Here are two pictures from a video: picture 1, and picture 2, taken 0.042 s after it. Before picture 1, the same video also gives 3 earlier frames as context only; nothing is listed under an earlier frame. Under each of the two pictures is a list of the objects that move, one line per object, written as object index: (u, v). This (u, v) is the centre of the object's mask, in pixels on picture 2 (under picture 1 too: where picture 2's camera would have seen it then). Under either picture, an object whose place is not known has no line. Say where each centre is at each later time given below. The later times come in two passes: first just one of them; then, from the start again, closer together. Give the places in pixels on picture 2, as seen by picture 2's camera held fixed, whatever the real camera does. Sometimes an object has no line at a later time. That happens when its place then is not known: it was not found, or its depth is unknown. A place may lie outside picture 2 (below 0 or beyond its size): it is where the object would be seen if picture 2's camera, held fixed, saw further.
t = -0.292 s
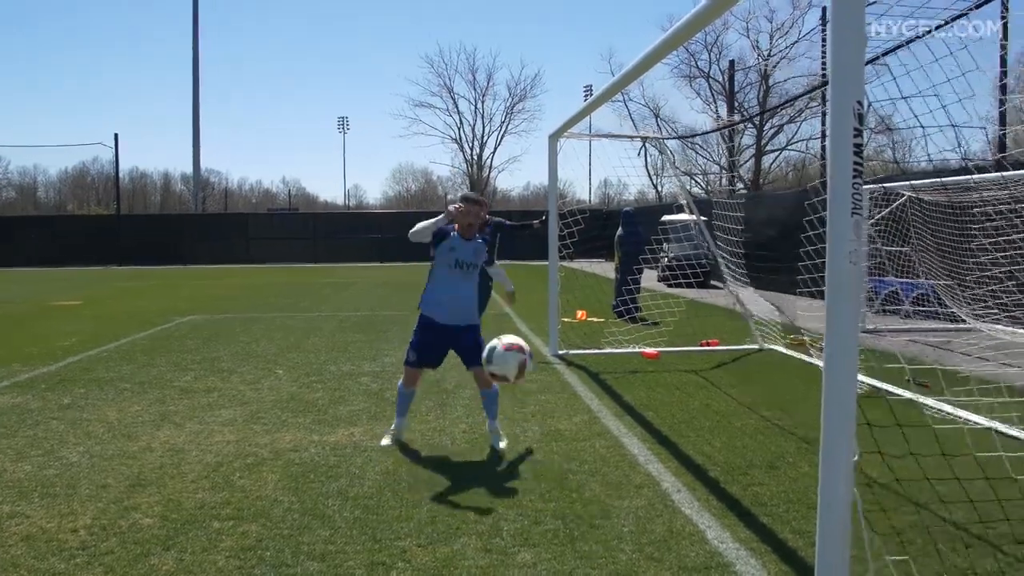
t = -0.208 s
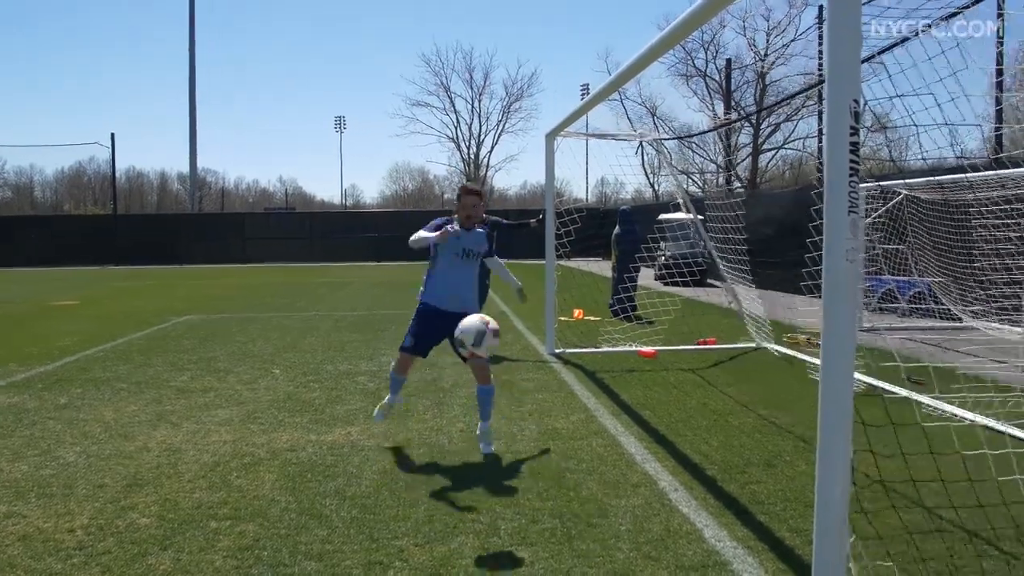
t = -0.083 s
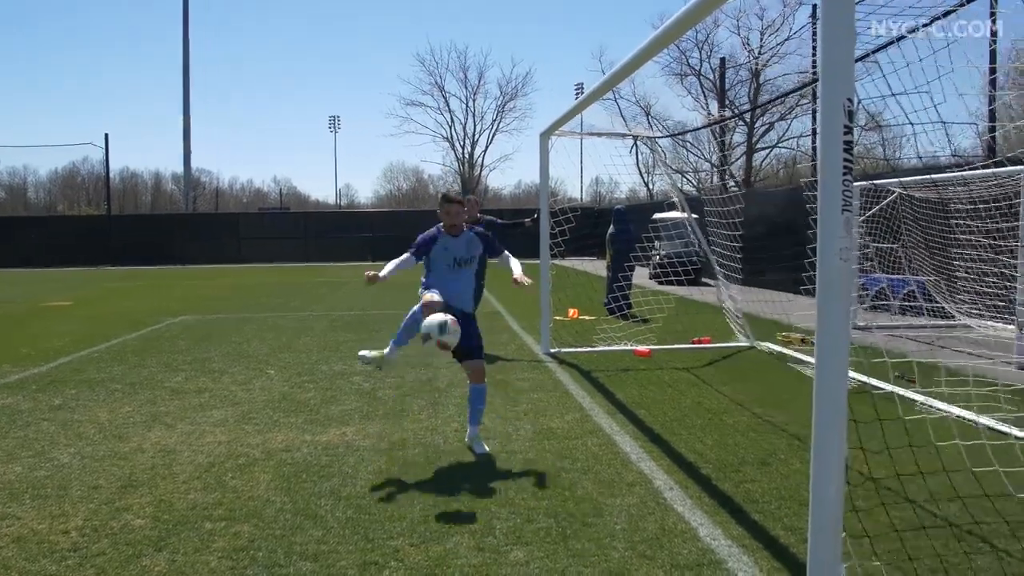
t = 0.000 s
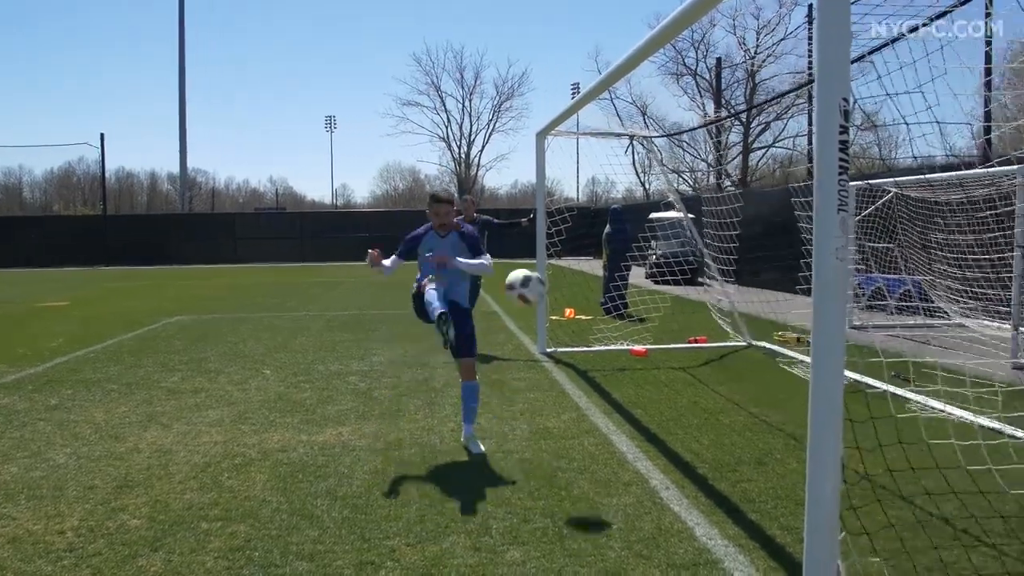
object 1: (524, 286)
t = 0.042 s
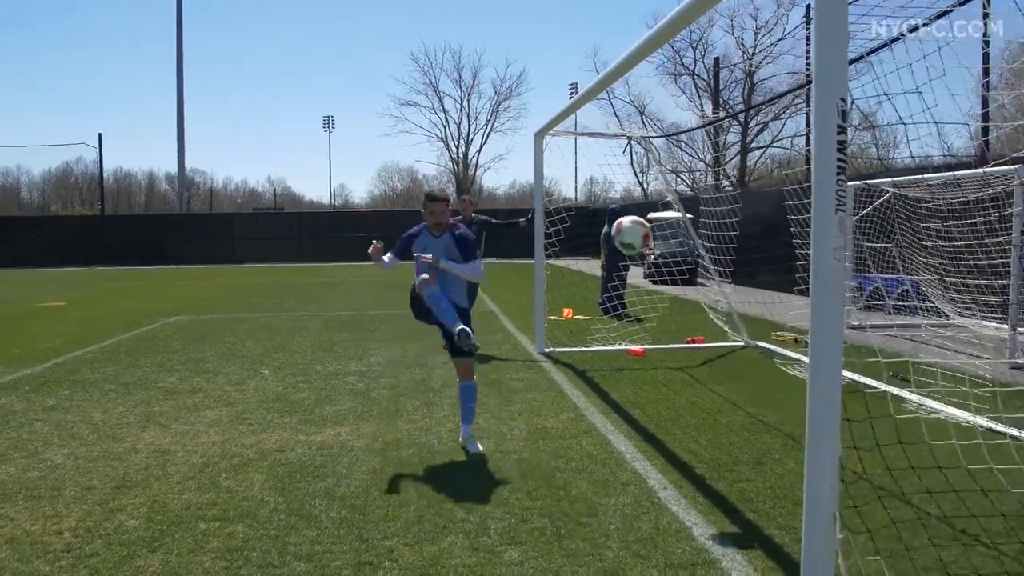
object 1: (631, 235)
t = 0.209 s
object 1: (1009, 66)
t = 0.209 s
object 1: (1009, 66)
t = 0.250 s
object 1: (1025, 55)
